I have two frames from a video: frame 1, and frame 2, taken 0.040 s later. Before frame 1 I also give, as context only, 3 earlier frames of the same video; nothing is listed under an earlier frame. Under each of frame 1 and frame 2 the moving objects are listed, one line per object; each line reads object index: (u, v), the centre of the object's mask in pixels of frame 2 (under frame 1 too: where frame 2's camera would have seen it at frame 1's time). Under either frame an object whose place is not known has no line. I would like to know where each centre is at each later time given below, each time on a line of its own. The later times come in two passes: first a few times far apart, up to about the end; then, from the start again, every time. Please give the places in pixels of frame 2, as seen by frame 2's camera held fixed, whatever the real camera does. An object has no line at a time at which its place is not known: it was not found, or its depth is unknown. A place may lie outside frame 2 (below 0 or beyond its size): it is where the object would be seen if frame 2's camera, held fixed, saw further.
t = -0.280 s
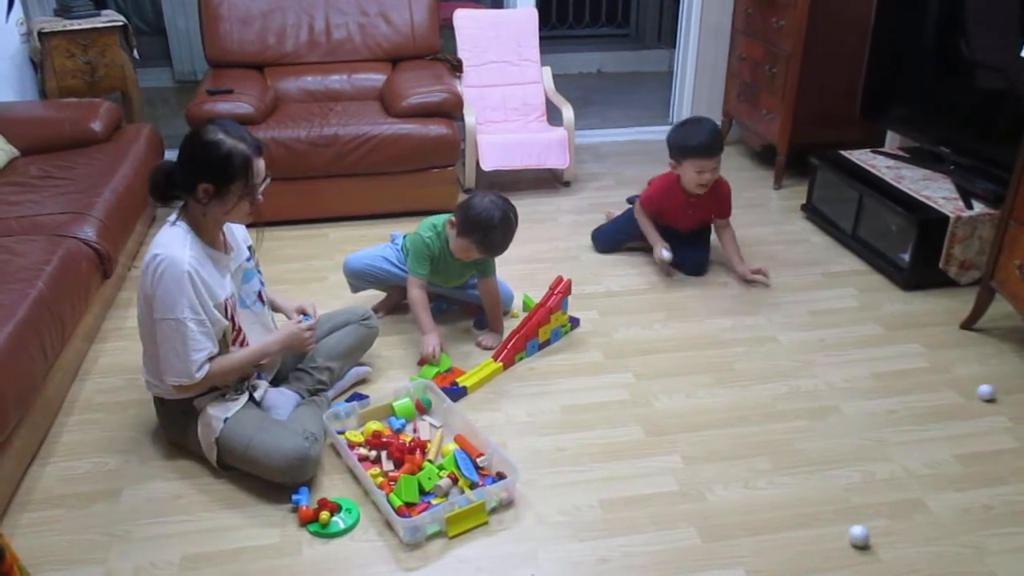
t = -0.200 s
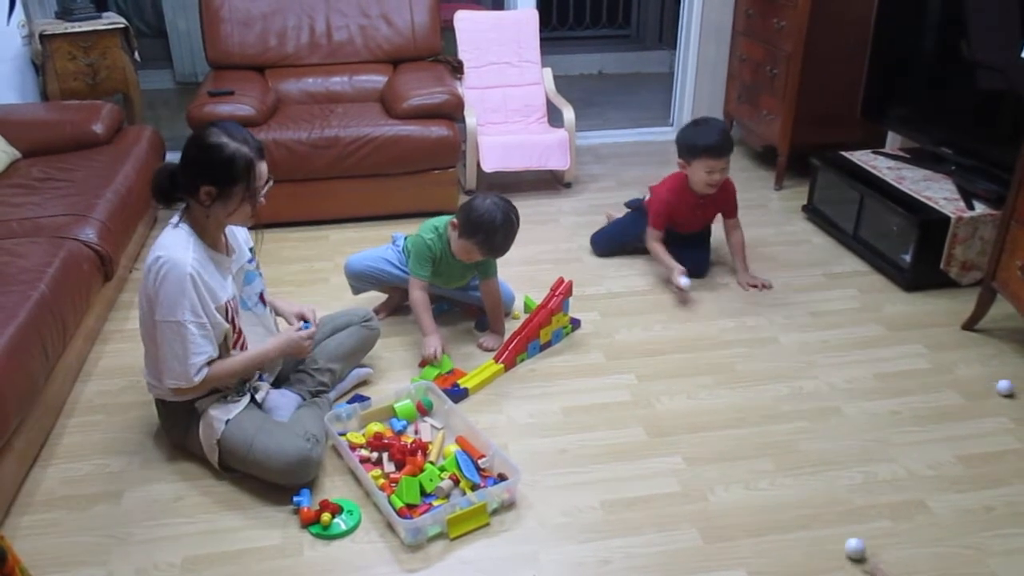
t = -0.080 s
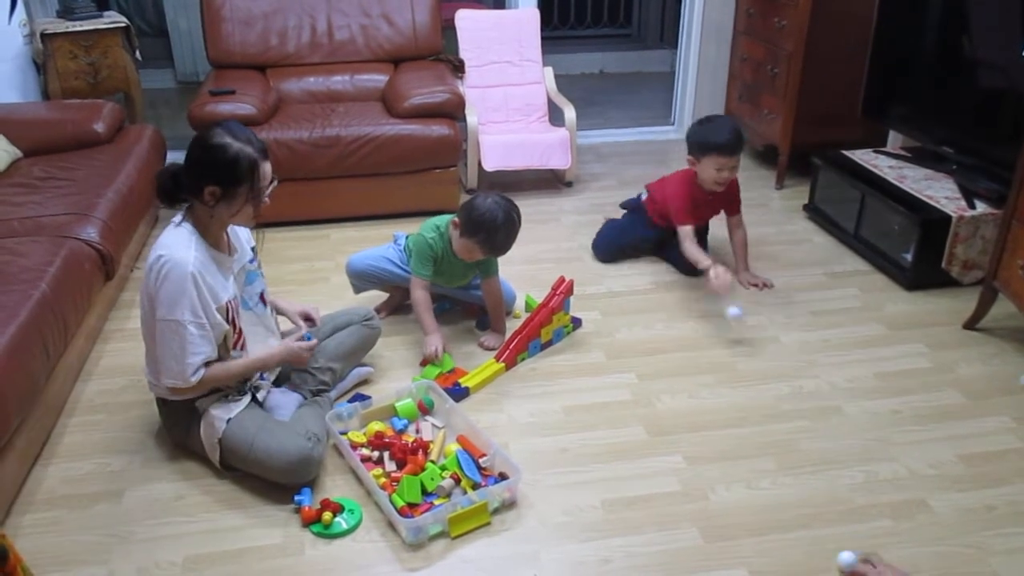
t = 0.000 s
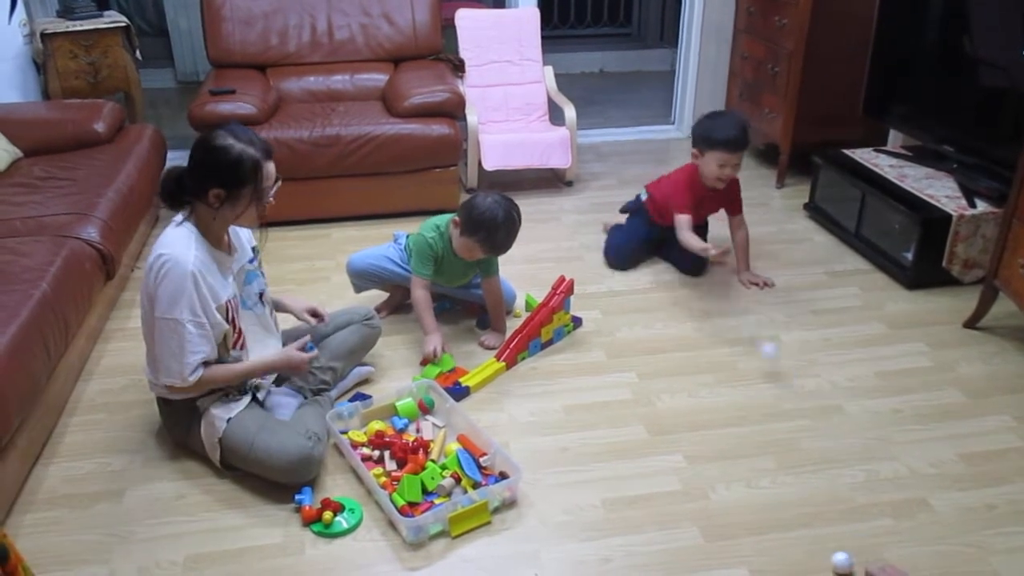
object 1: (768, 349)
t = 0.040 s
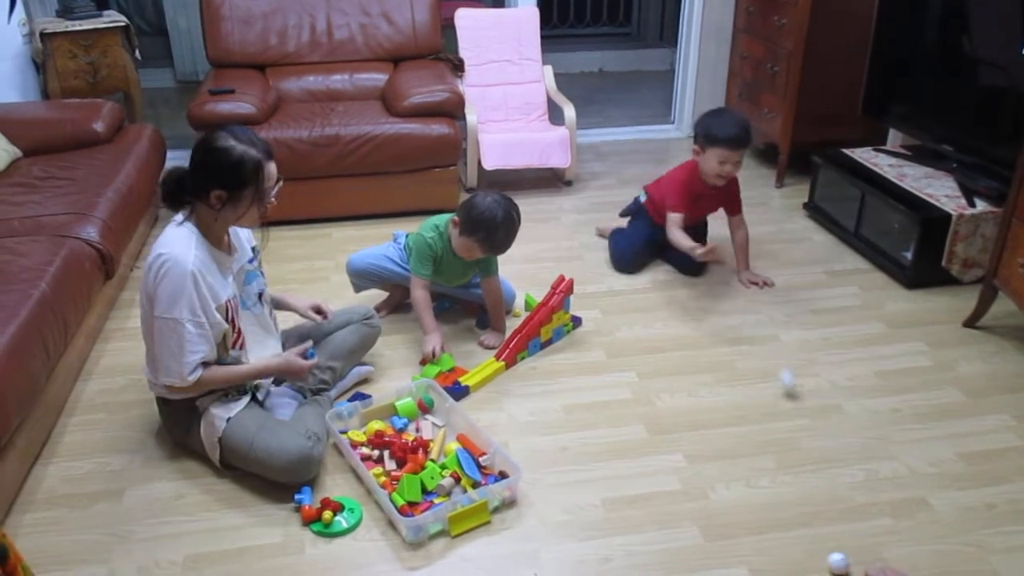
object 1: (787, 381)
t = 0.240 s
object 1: (880, 470)
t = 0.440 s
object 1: (994, 573)
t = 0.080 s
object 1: (805, 401)
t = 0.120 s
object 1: (824, 413)
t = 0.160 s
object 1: (842, 432)
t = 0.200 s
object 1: (860, 454)
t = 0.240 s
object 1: (880, 470)
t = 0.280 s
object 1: (901, 491)
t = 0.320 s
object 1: (922, 510)
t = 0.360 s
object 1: (946, 532)
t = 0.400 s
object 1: (970, 556)
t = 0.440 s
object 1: (994, 573)
